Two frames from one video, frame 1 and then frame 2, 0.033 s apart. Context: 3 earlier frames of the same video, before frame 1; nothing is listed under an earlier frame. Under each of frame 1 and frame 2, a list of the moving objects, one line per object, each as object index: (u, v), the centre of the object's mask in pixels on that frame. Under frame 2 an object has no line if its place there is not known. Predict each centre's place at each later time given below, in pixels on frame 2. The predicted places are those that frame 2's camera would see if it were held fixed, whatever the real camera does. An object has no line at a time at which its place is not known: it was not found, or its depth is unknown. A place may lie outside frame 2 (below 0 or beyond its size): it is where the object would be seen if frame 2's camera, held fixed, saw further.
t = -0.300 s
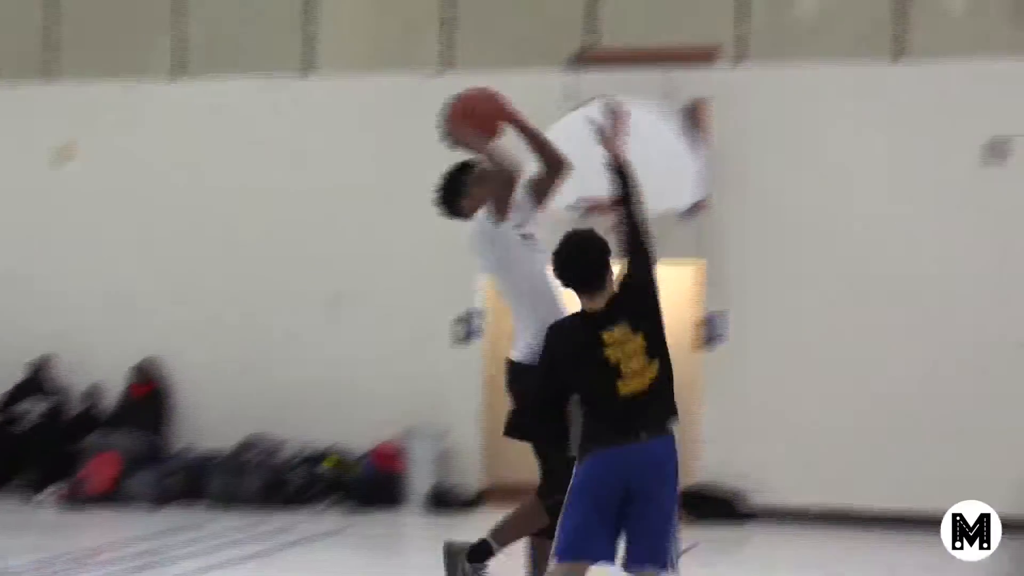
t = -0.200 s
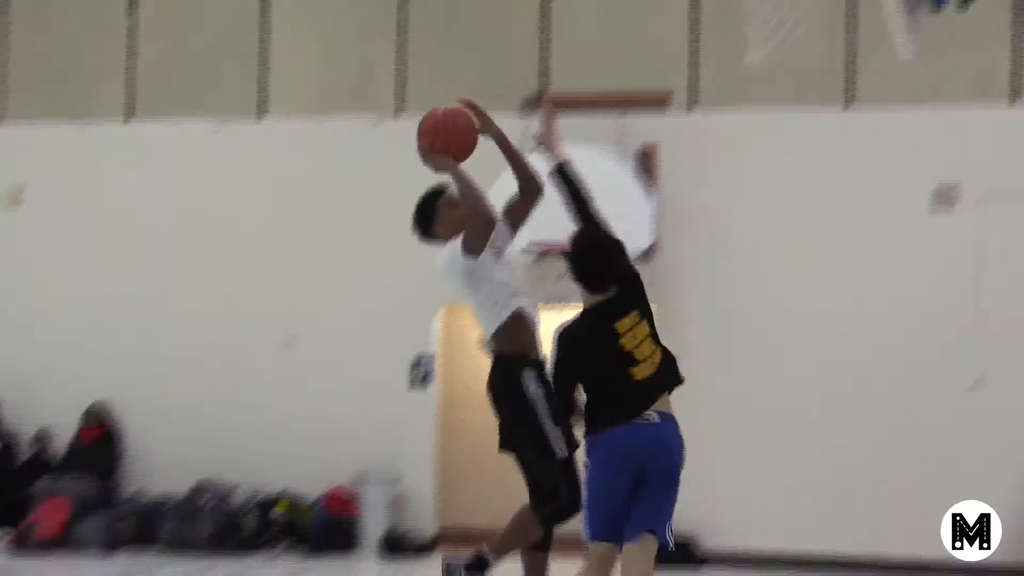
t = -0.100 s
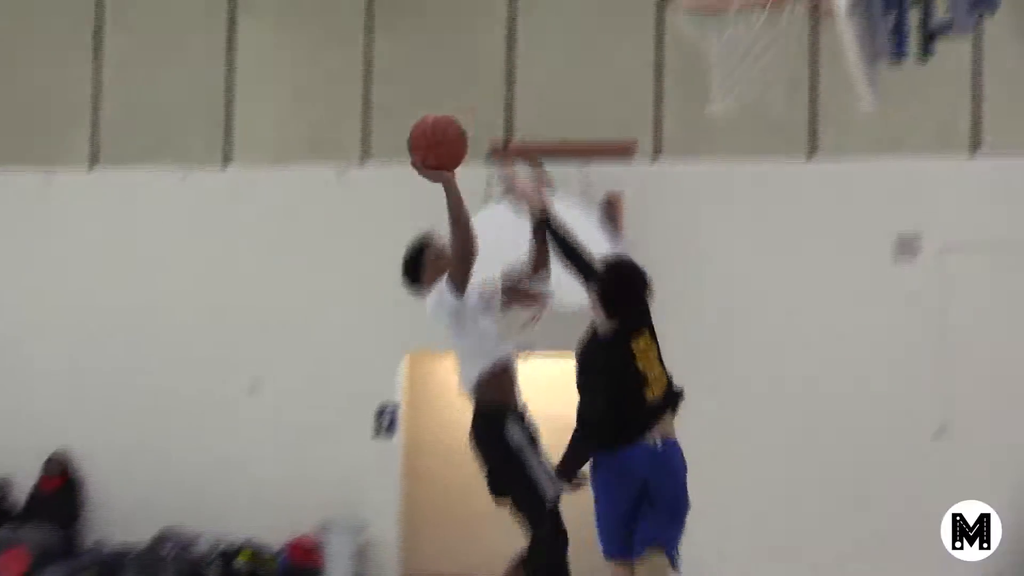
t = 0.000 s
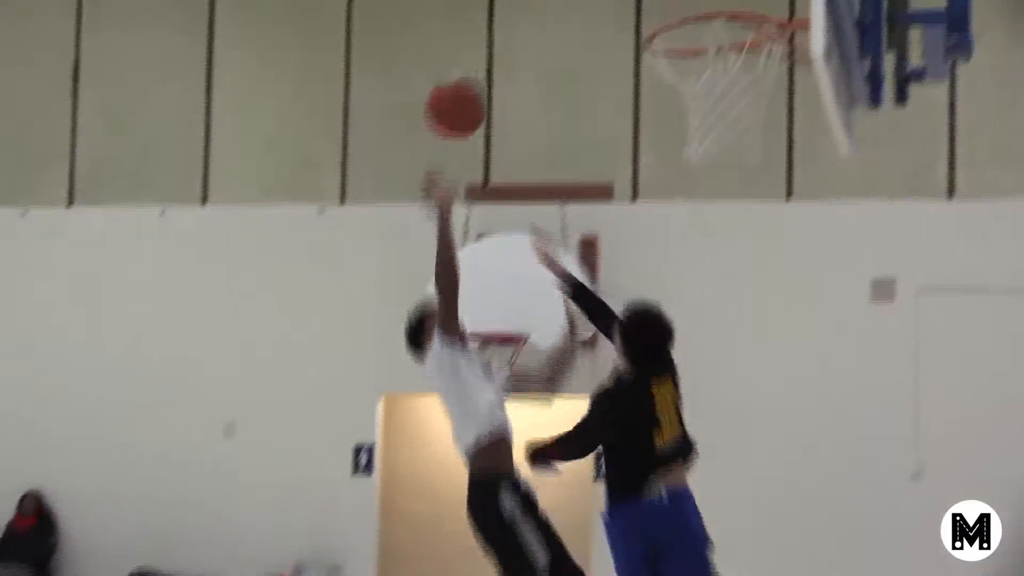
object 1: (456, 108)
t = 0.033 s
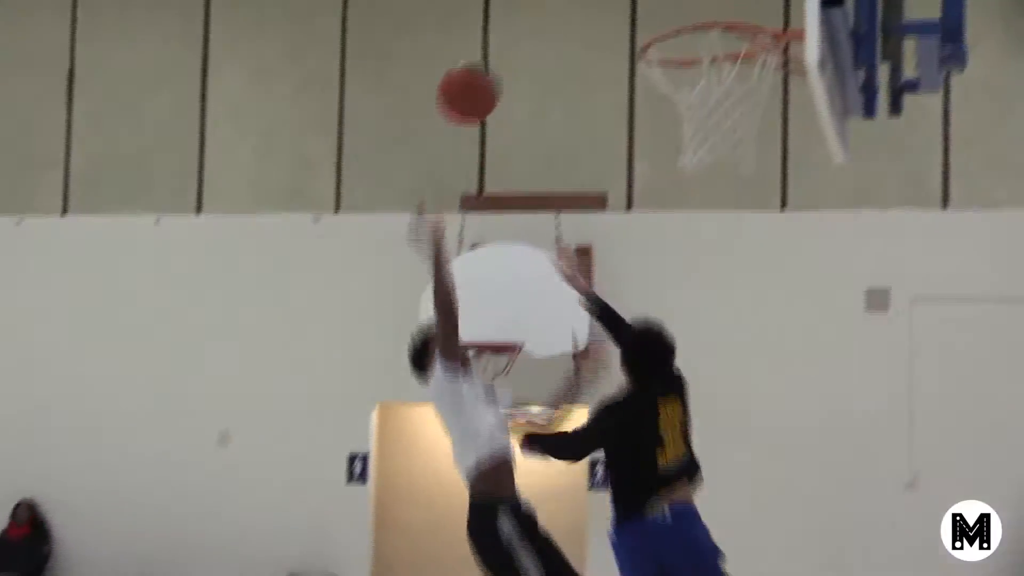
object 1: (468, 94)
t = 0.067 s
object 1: (485, 72)
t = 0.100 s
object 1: (502, 53)
